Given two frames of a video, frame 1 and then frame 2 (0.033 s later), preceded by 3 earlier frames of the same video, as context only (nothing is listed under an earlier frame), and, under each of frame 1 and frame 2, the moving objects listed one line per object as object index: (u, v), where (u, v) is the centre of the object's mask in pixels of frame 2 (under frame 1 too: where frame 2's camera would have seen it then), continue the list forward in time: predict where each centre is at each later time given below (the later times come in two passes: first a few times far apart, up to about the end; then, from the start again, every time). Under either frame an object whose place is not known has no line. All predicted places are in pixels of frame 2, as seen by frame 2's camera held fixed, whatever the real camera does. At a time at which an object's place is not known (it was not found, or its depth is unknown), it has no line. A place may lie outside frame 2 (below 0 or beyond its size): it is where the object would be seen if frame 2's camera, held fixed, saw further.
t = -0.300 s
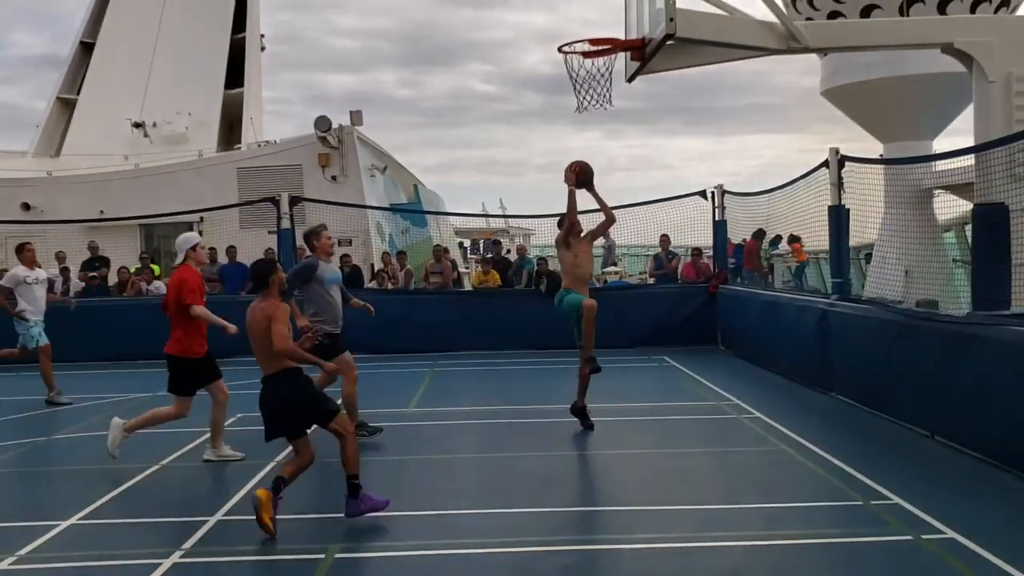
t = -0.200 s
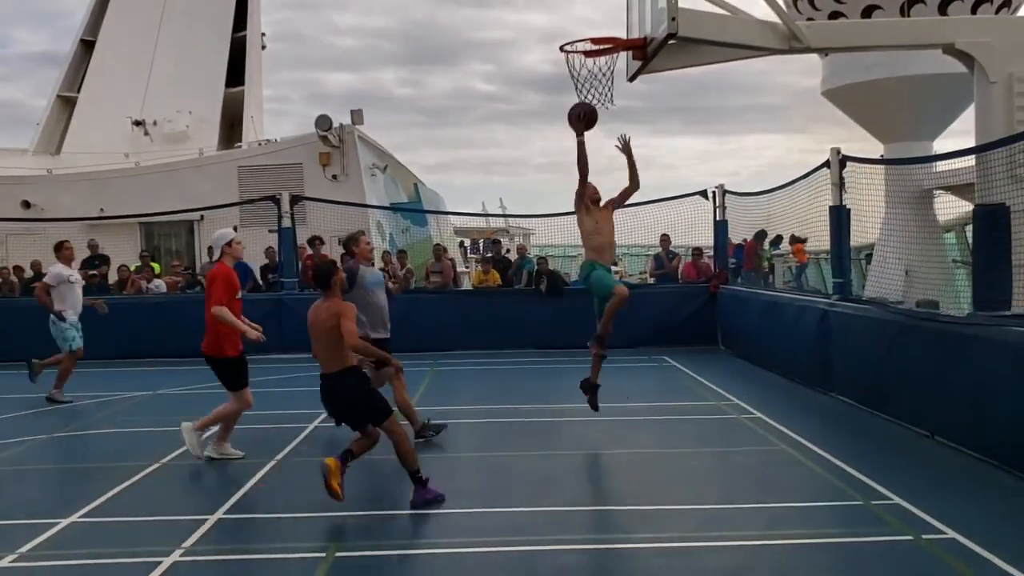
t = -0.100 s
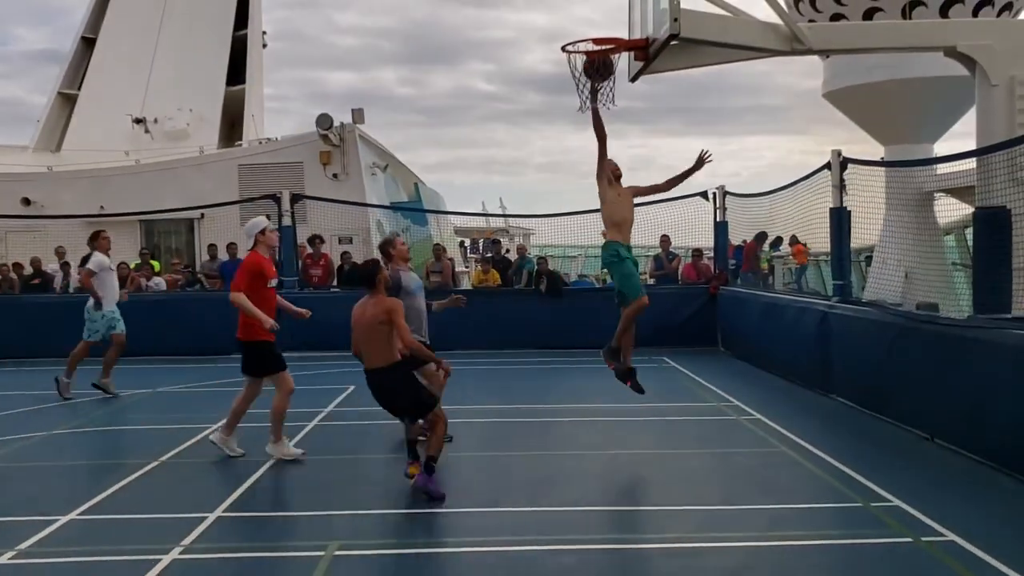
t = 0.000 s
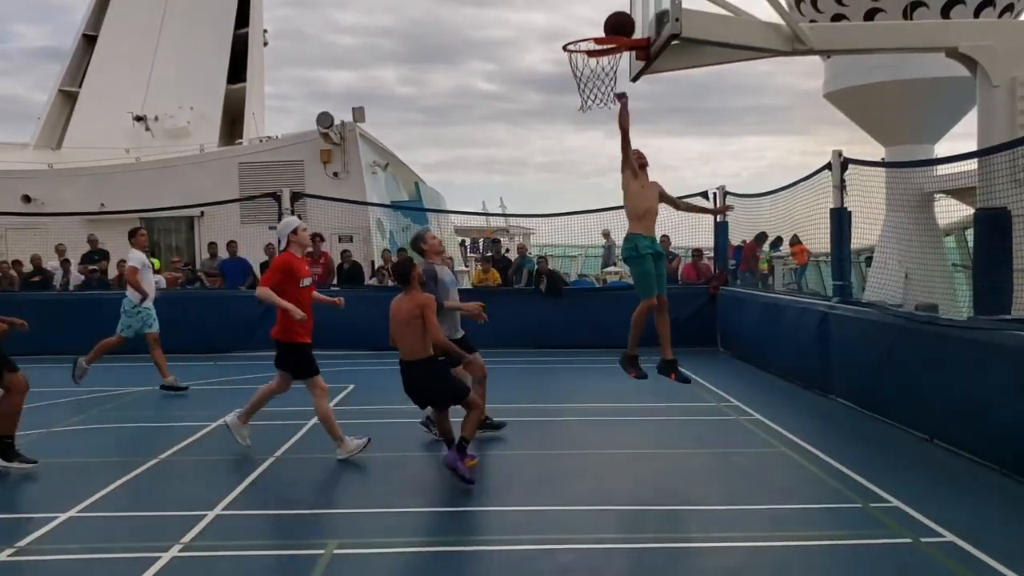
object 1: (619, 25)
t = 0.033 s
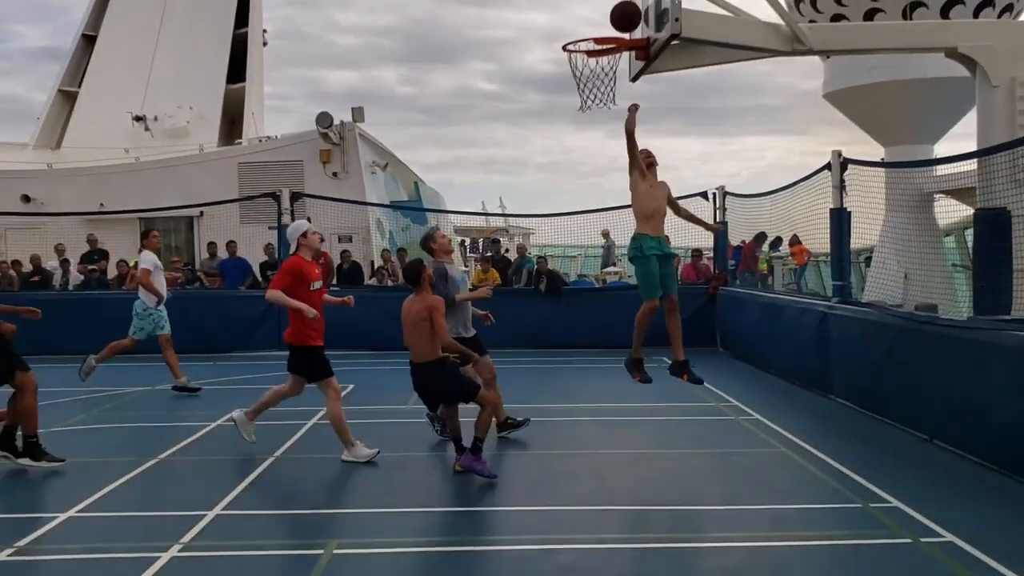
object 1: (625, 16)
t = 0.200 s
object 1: (607, 11)
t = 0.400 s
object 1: (588, 39)
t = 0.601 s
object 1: (605, 82)
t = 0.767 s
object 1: (610, 129)
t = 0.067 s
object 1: (625, 13)
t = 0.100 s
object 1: (620, 11)
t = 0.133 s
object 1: (616, 10)
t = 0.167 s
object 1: (612, 10)
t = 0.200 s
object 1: (607, 11)
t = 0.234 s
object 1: (603, 13)
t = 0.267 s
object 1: (598, 15)
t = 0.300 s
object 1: (594, 21)
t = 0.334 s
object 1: (589, 26)
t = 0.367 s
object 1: (585, 36)
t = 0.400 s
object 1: (588, 39)
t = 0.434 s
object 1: (590, 44)
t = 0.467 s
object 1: (594, 51)
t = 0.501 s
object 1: (598, 58)
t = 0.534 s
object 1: (601, 67)
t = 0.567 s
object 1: (603, 73)
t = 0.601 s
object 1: (605, 82)
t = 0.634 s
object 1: (607, 90)
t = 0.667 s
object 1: (608, 97)
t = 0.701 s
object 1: (609, 107)
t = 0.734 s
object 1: (610, 117)
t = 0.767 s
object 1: (610, 129)
